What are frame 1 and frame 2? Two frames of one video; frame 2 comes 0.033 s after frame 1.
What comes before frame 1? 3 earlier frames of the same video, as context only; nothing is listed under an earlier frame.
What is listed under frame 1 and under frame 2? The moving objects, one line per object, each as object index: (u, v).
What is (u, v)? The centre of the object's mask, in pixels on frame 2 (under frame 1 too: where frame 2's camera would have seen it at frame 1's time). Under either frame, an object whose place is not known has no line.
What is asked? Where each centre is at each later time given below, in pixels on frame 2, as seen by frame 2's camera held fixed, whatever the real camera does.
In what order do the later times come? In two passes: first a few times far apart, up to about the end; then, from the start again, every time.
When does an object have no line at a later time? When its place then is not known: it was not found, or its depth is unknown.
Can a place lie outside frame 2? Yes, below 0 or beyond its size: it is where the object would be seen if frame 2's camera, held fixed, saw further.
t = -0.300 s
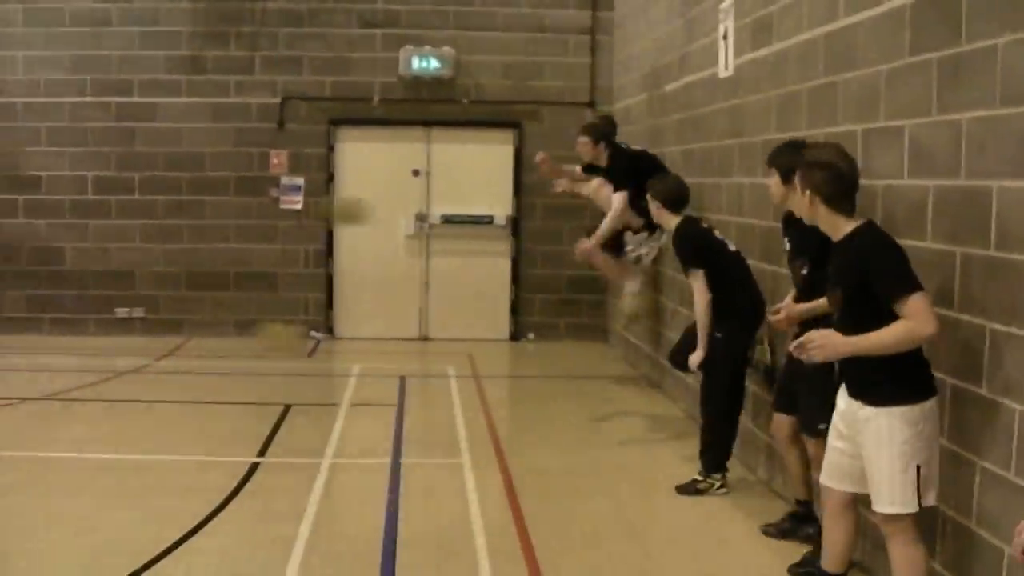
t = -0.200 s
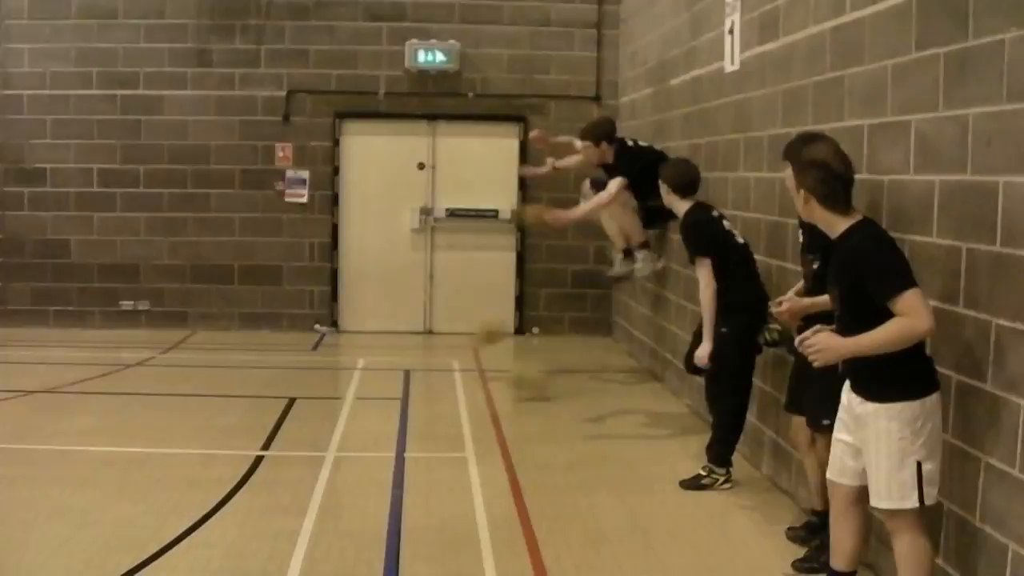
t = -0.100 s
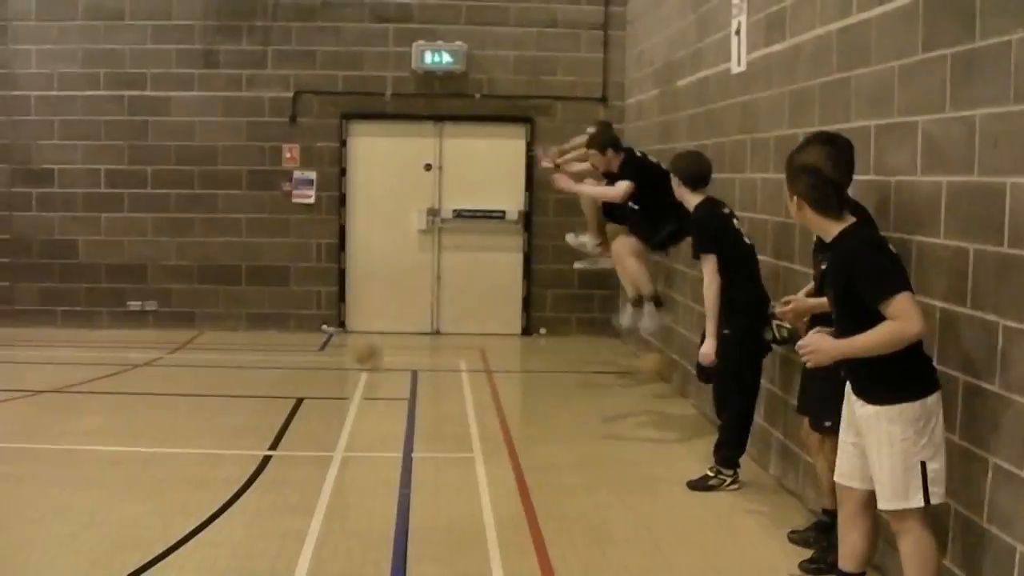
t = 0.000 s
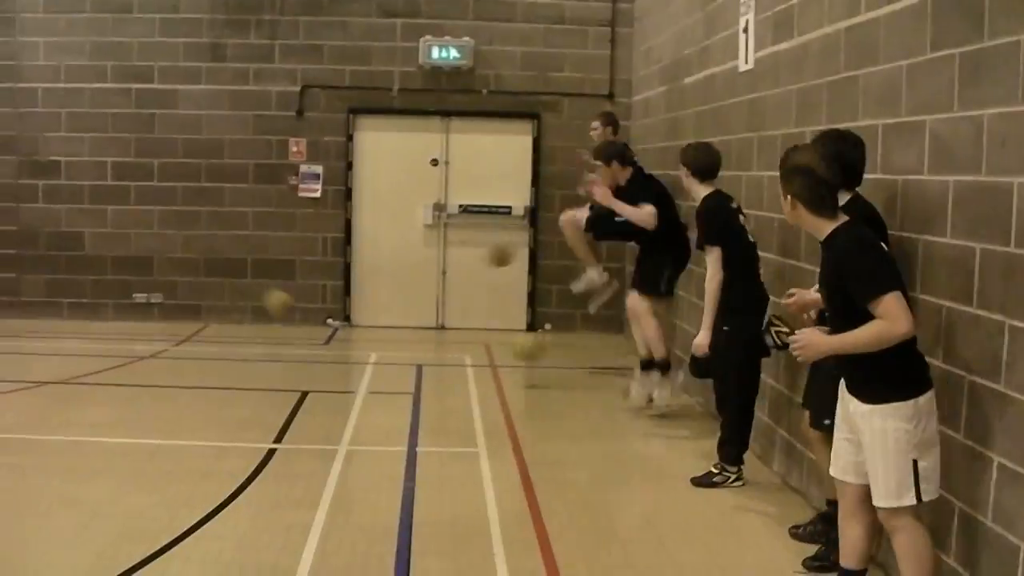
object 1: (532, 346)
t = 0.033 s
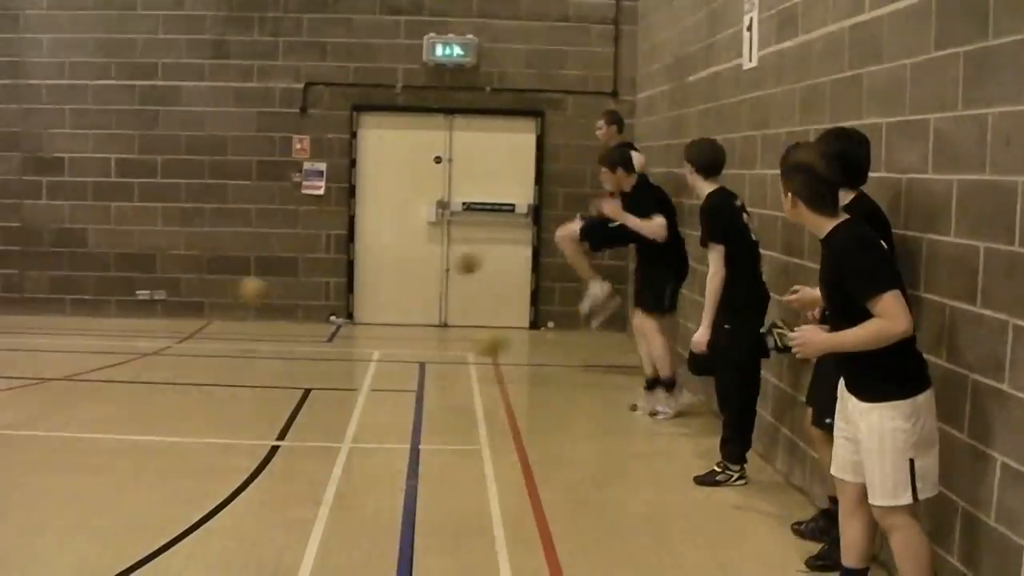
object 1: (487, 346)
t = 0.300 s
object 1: (193, 344)
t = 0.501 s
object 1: (28, 331)
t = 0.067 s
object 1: (450, 345)
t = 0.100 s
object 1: (409, 345)
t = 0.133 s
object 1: (369, 343)
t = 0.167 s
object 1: (331, 344)
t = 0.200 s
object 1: (293, 348)
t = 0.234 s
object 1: (260, 355)
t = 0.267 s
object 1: (223, 351)
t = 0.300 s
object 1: (193, 344)
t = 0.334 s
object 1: (163, 336)
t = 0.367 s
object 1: (136, 333)
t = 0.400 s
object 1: (106, 329)
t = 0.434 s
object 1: (80, 328)
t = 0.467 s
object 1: (54, 328)
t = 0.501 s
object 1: (28, 331)
